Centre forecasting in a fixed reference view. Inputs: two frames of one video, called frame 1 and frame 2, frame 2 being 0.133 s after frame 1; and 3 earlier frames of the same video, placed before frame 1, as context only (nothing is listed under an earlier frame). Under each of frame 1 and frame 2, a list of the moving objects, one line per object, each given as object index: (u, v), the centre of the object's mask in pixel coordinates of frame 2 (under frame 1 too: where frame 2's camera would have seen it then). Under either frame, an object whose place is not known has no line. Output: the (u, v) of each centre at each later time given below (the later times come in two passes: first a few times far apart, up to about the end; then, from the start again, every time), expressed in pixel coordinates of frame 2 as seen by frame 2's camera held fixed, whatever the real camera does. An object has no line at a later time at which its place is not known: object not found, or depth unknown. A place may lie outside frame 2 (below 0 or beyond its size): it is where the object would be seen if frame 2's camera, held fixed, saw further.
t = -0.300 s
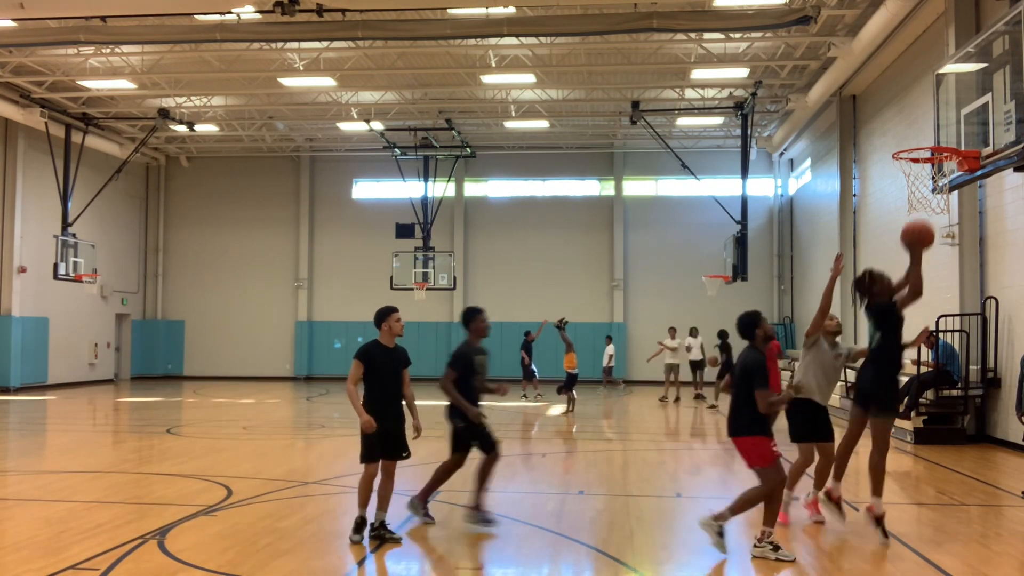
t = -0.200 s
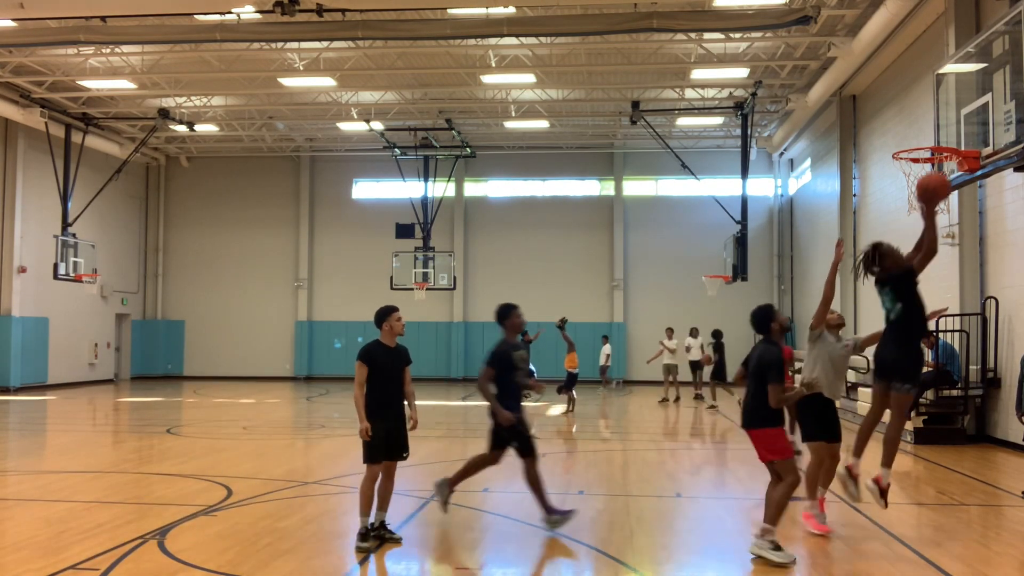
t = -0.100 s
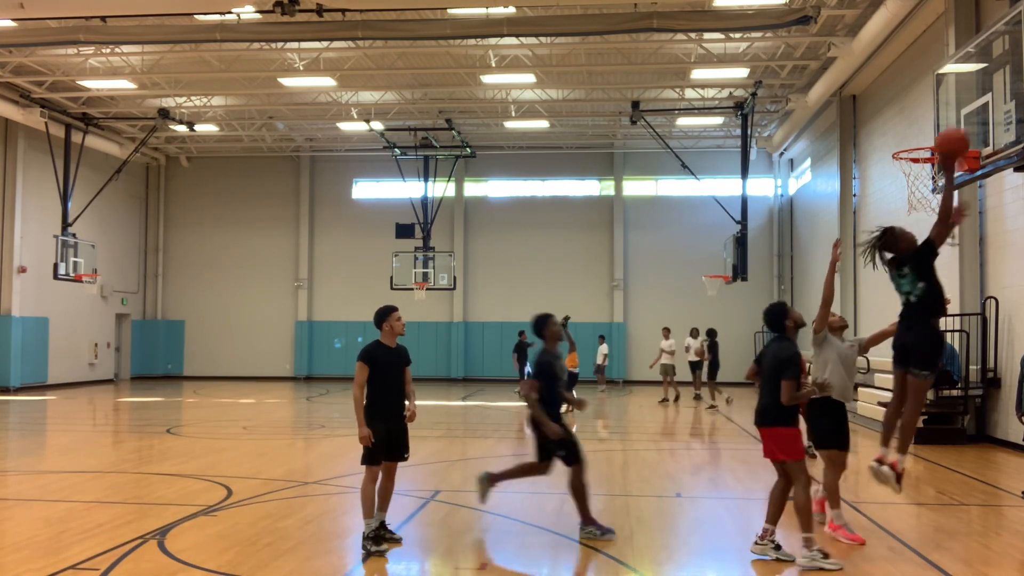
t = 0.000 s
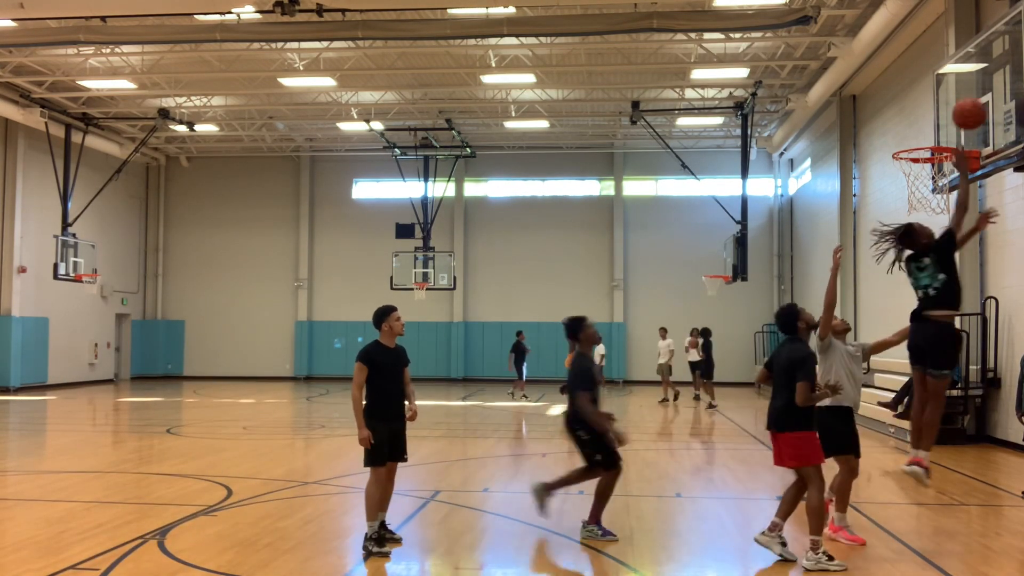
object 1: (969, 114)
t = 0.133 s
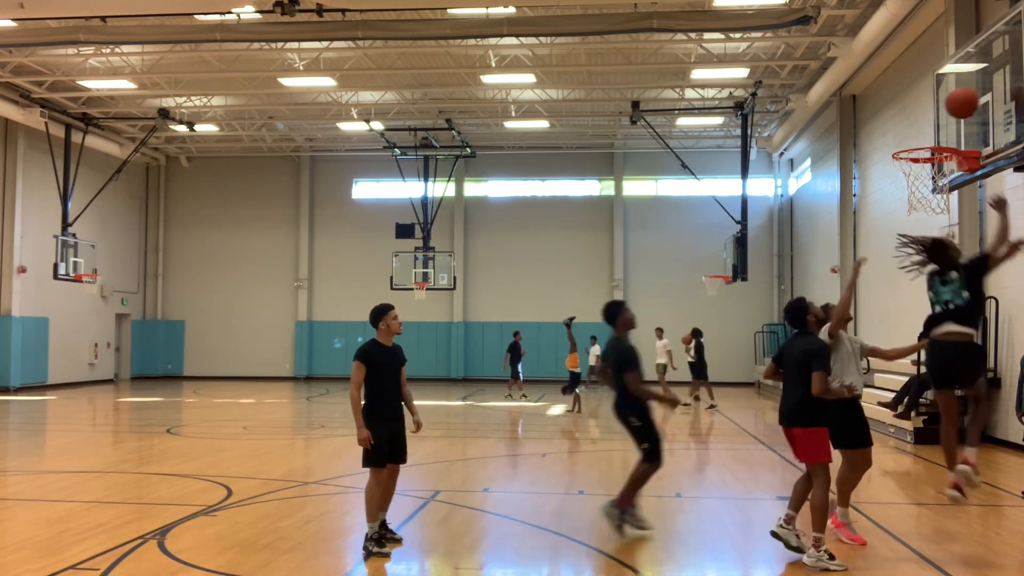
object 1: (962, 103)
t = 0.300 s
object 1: (923, 126)
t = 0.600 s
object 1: (939, 178)
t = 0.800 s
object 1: (941, 225)
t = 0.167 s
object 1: (954, 105)
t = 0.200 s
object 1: (947, 108)
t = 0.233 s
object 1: (938, 113)
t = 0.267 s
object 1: (930, 119)
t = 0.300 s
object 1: (923, 126)
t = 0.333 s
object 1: (915, 134)
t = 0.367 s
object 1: (909, 141)
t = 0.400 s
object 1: (914, 145)
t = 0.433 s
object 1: (920, 149)
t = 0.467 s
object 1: (924, 154)
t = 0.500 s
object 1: (929, 162)
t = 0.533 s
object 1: (936, 166)
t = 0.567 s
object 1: (939, 171)
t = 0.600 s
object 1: (939, 178)
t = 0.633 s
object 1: (940, 185)
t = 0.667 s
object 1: (941, 190)
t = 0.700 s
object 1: (941, 196)
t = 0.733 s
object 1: (941, 203)
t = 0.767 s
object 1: (941, 214)
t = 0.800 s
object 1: (941, 225)
